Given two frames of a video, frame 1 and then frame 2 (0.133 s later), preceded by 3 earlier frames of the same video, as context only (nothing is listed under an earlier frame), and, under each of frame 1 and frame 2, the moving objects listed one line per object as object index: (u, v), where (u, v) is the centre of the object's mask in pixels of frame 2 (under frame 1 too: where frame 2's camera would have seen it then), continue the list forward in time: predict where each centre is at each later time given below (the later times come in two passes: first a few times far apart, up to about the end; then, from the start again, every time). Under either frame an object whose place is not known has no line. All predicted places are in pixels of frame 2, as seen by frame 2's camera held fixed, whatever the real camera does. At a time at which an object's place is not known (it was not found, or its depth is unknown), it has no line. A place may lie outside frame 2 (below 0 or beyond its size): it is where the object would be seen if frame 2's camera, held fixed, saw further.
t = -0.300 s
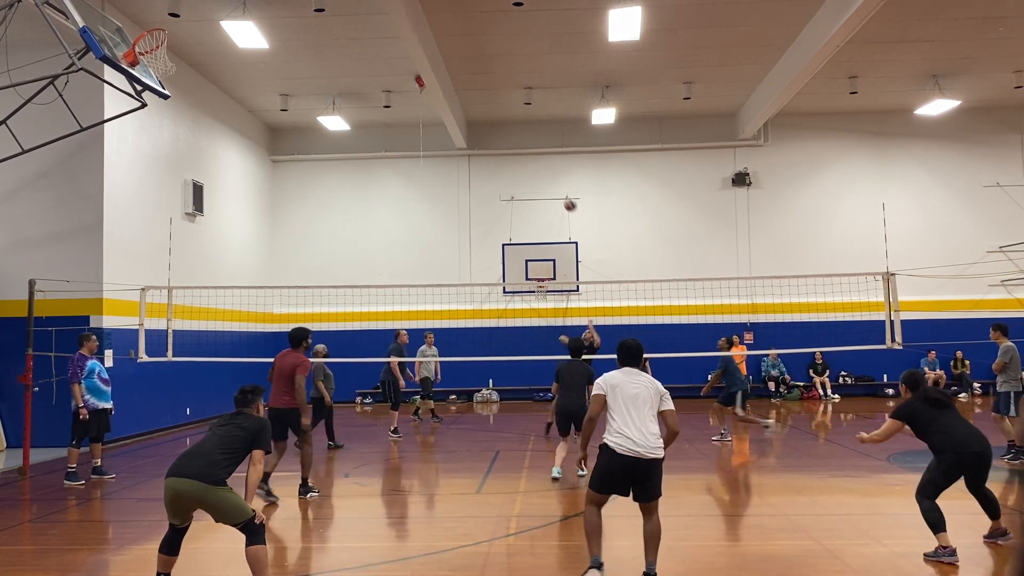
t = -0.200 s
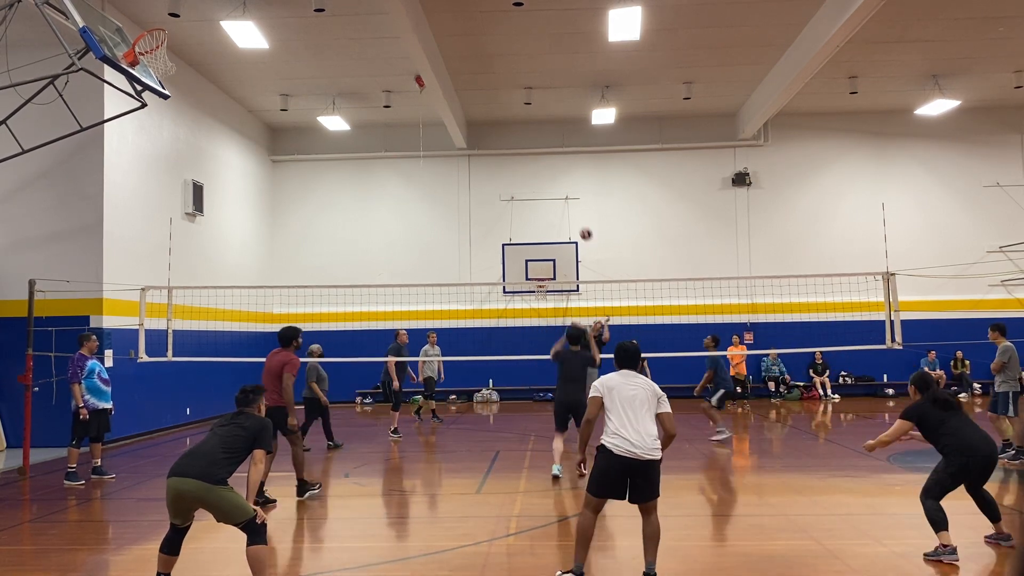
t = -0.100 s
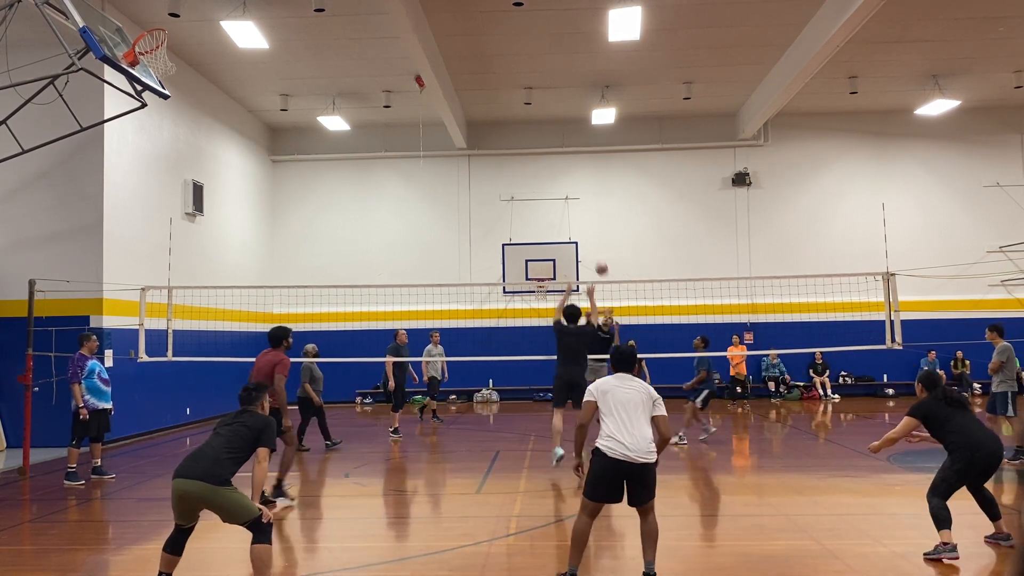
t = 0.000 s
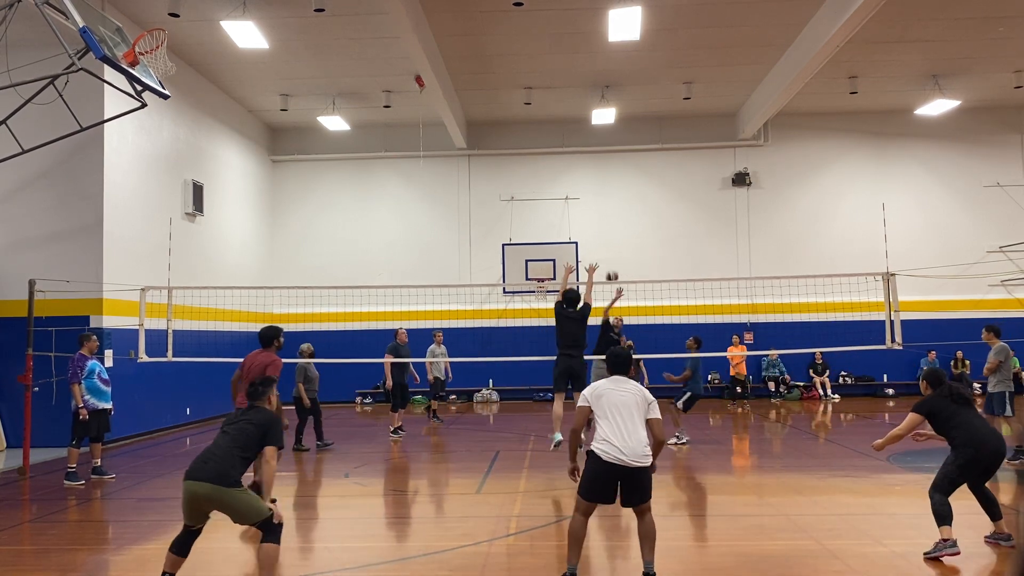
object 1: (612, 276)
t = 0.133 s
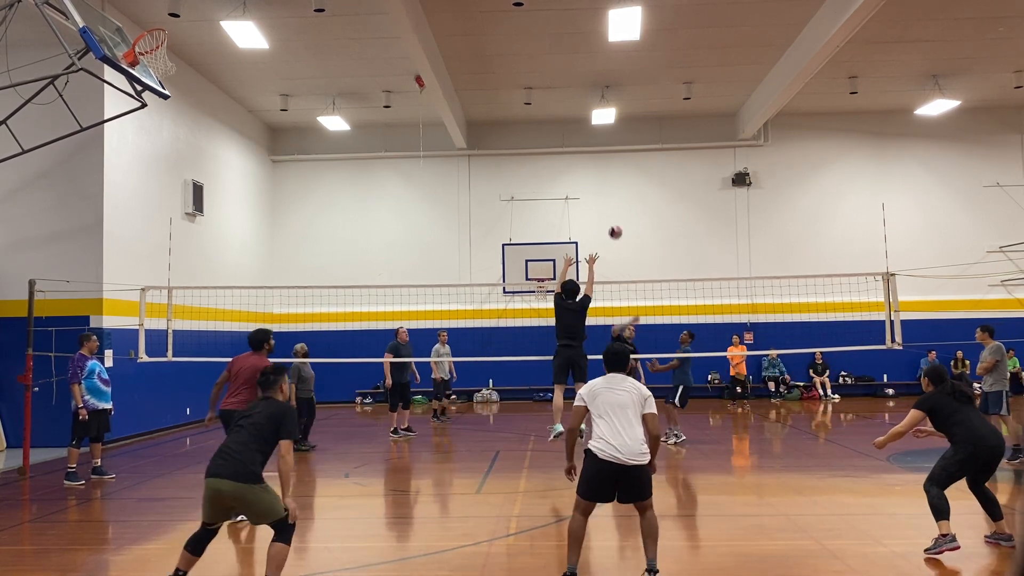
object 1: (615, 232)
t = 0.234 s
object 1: (618, 204)
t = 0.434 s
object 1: (624, 164)
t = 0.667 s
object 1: (632, 149)
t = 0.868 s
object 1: (640, 173)
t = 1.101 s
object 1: (653, 257)
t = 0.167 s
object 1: (616, 222)
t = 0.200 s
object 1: (617, 212)
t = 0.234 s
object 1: (618, 204)
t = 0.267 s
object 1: (618, 196)
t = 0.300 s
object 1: (620, 188)
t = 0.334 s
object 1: (621, 181)
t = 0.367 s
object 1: (622, 174)
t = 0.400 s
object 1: (623, 169)
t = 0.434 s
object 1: (624, 164)
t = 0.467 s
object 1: (625, 159)
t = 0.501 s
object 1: (626, 155)
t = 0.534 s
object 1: (627, 153)
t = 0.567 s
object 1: (629, 150)
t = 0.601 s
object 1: (630, 149)
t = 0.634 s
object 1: (631, 149)
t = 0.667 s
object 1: (632, 149)
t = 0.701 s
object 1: (633, 150)
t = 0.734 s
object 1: (635, 153)
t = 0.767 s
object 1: (636, 157)
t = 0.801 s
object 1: (637, 162)
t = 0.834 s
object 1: (639, 166)
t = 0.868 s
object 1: (640, 173)
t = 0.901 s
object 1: (642, 182)
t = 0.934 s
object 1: (644, 191)
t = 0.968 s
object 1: (645, 201)
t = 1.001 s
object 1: (647, 213)
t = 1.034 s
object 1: (649, 226)
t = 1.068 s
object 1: (651, 241)
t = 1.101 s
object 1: (653, 257)
